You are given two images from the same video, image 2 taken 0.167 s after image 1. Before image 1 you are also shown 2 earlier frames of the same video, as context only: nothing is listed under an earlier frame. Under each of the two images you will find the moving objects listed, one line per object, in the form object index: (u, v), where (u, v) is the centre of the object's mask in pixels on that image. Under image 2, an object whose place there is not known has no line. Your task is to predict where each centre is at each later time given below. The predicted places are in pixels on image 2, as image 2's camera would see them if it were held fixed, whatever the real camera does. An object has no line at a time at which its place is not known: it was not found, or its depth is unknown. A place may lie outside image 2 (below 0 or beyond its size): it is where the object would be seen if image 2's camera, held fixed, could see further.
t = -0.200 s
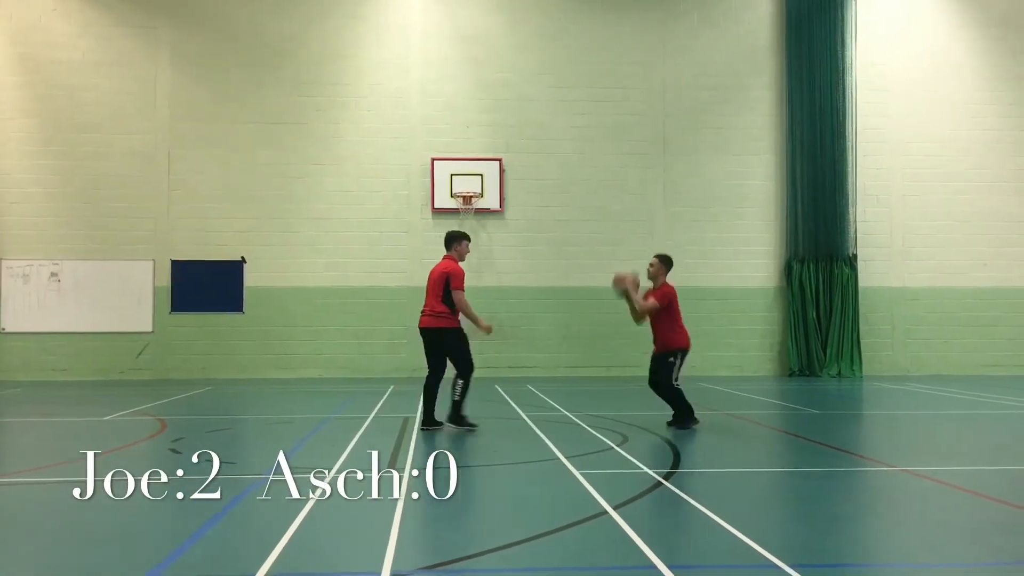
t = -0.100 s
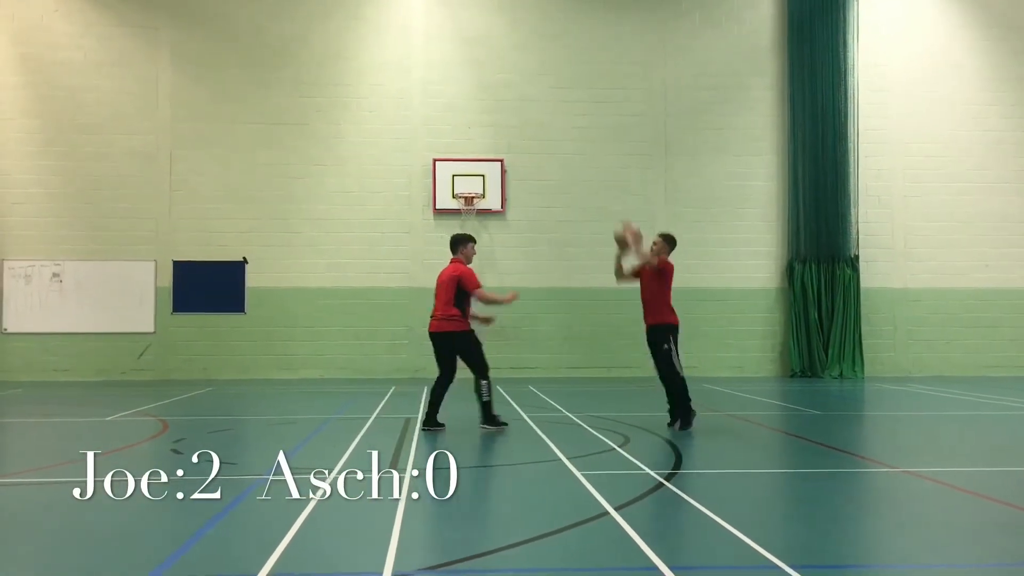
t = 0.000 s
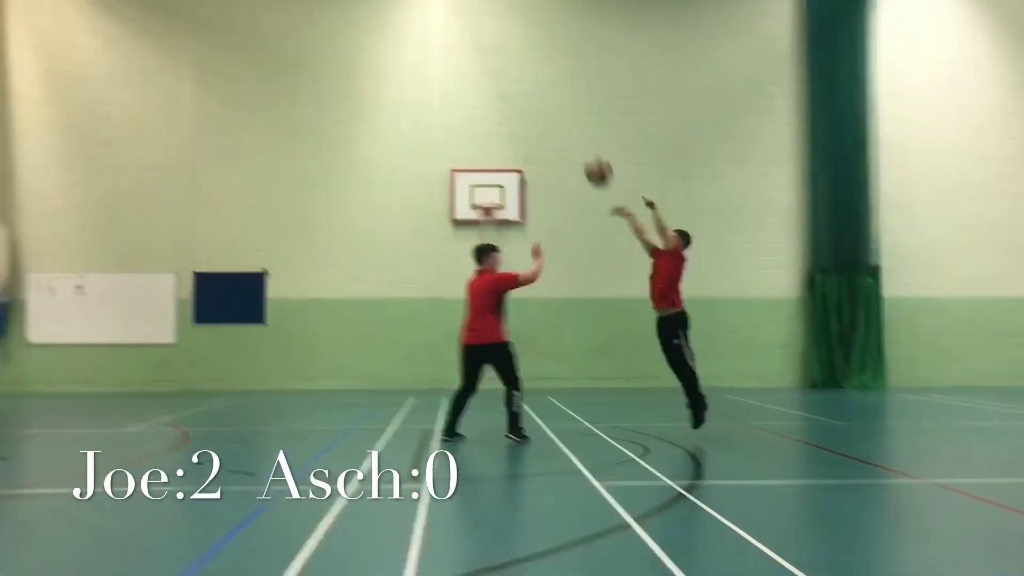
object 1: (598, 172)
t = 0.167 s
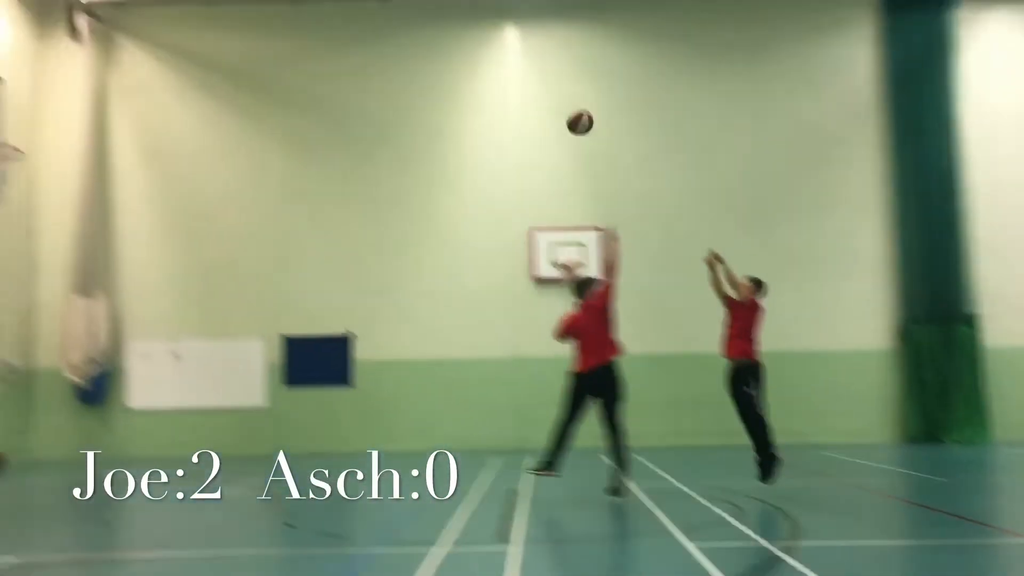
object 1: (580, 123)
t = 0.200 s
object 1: (559, 105)
